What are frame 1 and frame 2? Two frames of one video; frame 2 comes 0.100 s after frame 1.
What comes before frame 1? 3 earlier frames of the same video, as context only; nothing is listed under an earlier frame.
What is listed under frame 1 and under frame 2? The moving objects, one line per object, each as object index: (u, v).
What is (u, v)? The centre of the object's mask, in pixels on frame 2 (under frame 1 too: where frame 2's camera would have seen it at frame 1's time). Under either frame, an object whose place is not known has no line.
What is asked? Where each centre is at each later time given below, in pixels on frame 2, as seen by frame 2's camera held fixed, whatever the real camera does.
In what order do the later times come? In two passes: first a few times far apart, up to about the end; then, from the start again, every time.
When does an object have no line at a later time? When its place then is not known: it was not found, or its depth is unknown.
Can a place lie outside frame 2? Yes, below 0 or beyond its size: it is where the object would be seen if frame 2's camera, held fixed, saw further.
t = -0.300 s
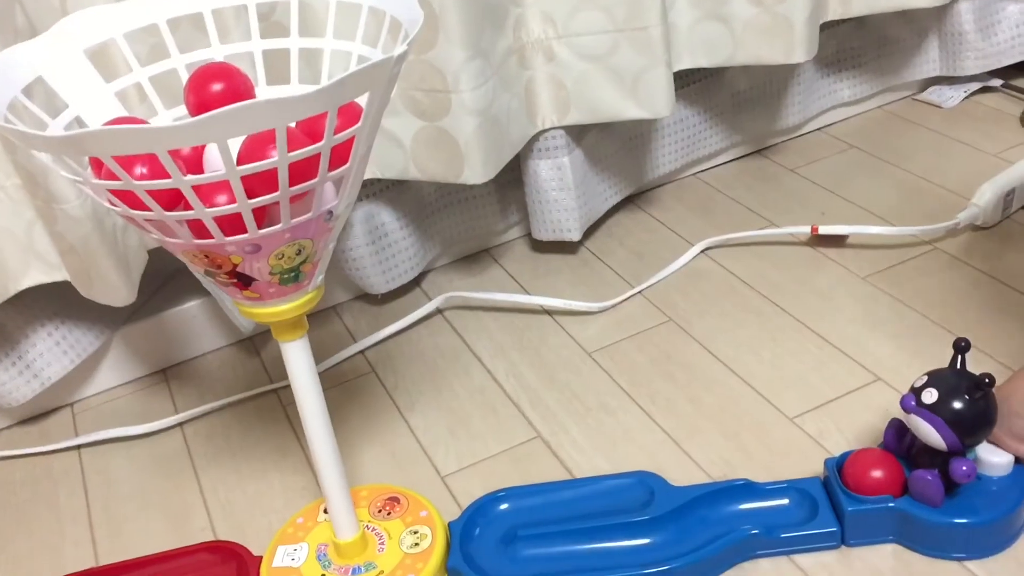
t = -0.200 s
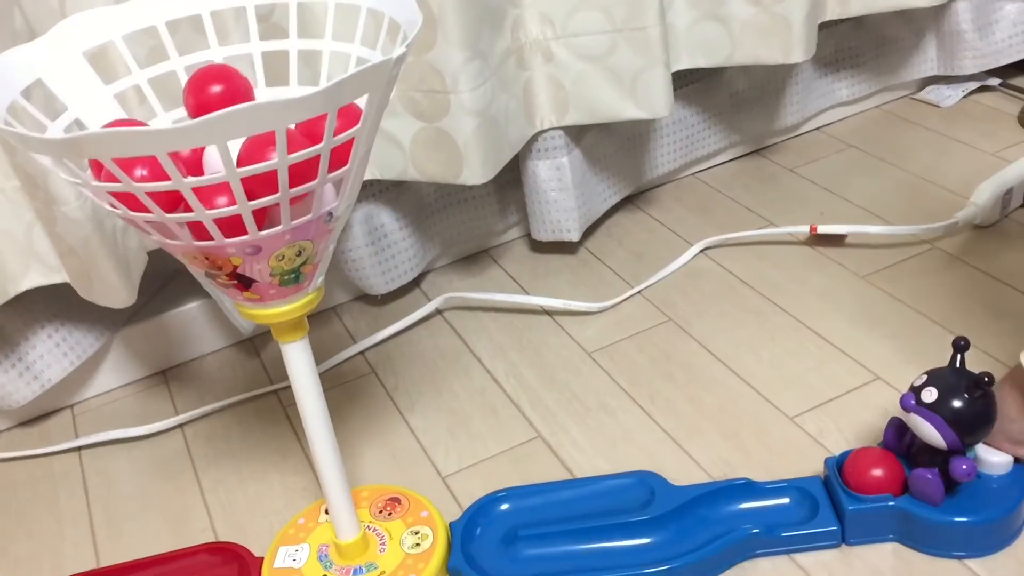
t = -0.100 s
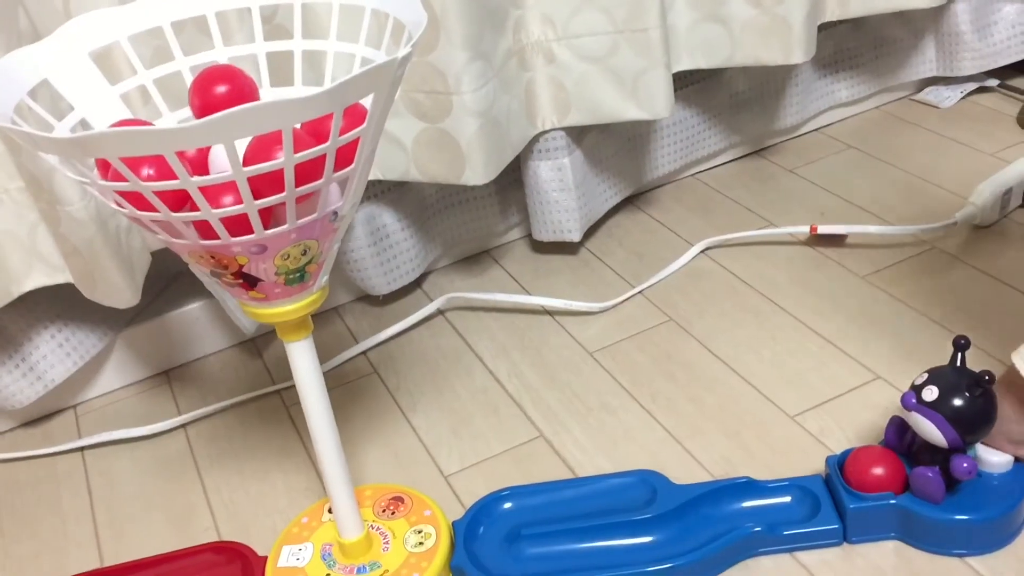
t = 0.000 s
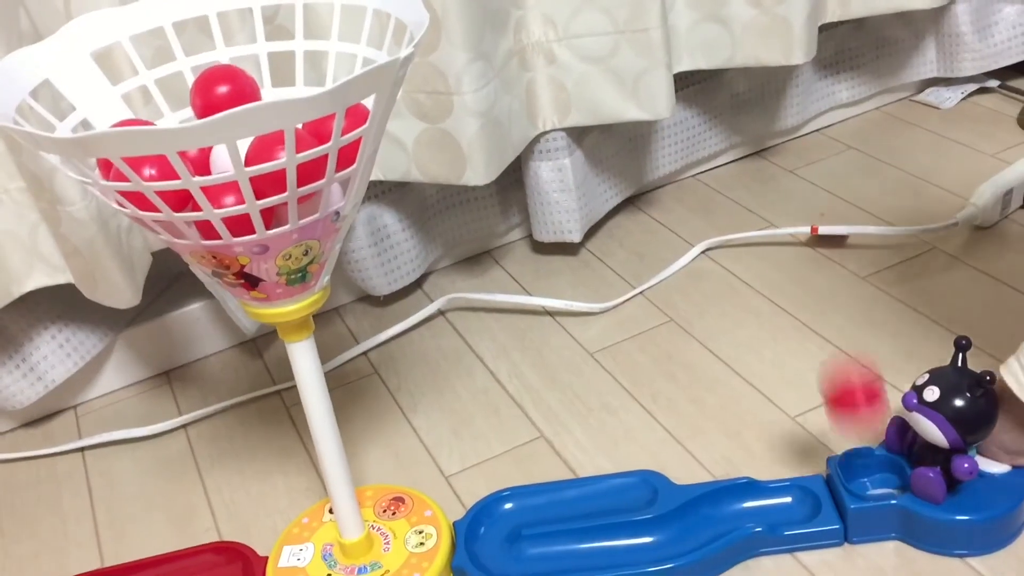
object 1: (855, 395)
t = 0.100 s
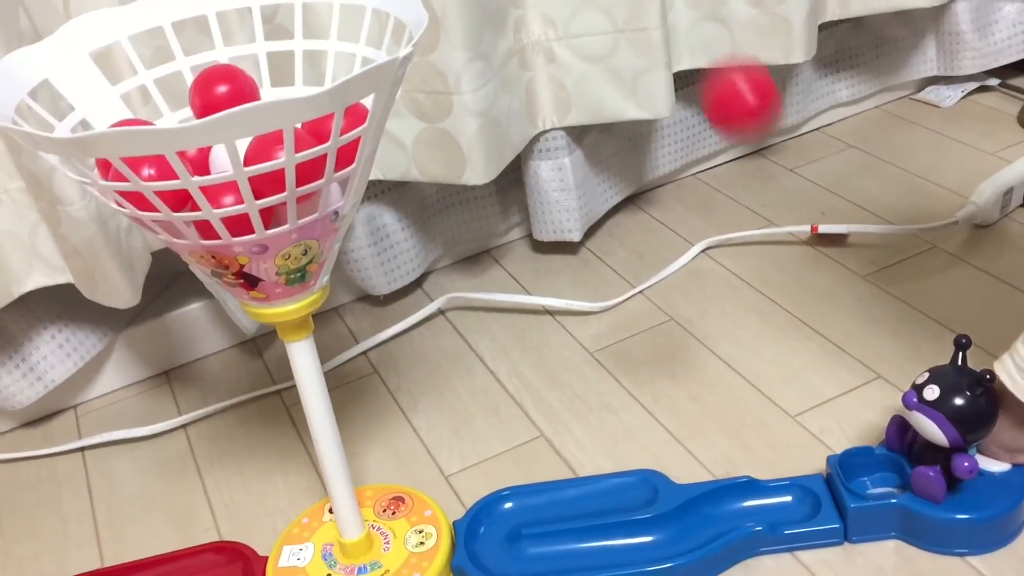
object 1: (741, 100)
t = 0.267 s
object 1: (537, 123)
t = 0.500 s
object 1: (477, 520)
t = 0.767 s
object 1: (520, 500)
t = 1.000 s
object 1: (529, 499)
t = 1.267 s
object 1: (498, 508)
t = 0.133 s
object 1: (696, 39)
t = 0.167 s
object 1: (650, 21)
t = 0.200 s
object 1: (609, 24)
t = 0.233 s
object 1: (570, 49)
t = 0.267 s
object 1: (537, 123)
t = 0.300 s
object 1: (510, 226)
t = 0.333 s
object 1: (493, 353)
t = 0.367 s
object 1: (488, 487)
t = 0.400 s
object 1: (493, 528)
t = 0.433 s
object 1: (483, 504)
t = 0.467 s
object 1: (477, 502)
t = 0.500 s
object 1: (477, 520)
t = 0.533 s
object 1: (492, 521)
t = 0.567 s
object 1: (494, 518)
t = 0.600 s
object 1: (496, 512)
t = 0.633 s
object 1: (500, 507)
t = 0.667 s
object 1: (506, 504)
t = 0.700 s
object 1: (511, 502)
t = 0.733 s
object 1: (516, 501)
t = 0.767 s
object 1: (520, 500)
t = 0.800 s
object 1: (524, 500)
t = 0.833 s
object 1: (527, 499)
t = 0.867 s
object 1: (529, 499)
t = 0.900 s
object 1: (530, 499)
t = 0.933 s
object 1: (531, 499)
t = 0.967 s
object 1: (530, 499)
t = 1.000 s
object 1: (529, 499)
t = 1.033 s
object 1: (527, 499)
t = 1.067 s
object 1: (524, 499)
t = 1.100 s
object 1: (521, 500)
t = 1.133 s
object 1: (517, 501)
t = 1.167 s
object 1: (513, 502)
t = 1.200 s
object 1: (508, 503)
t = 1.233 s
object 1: (504, 505)
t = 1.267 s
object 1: (498, 508)
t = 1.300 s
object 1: (495, 512)
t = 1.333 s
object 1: (492, 517)
